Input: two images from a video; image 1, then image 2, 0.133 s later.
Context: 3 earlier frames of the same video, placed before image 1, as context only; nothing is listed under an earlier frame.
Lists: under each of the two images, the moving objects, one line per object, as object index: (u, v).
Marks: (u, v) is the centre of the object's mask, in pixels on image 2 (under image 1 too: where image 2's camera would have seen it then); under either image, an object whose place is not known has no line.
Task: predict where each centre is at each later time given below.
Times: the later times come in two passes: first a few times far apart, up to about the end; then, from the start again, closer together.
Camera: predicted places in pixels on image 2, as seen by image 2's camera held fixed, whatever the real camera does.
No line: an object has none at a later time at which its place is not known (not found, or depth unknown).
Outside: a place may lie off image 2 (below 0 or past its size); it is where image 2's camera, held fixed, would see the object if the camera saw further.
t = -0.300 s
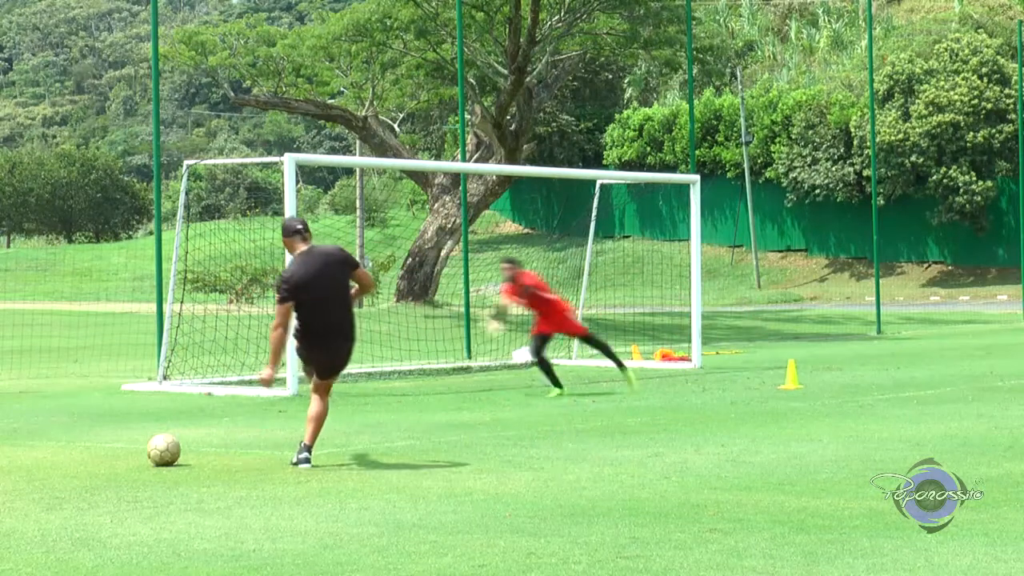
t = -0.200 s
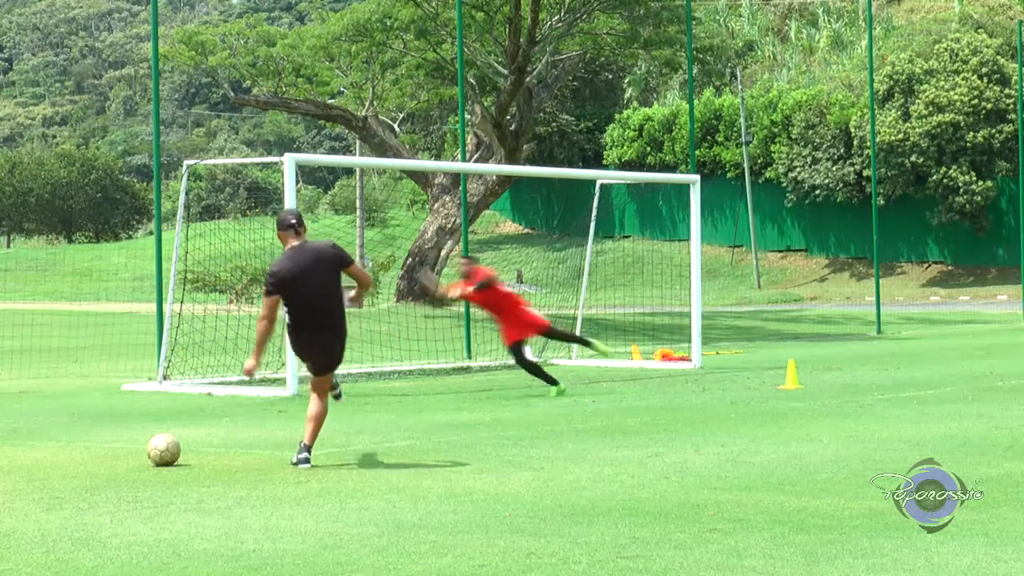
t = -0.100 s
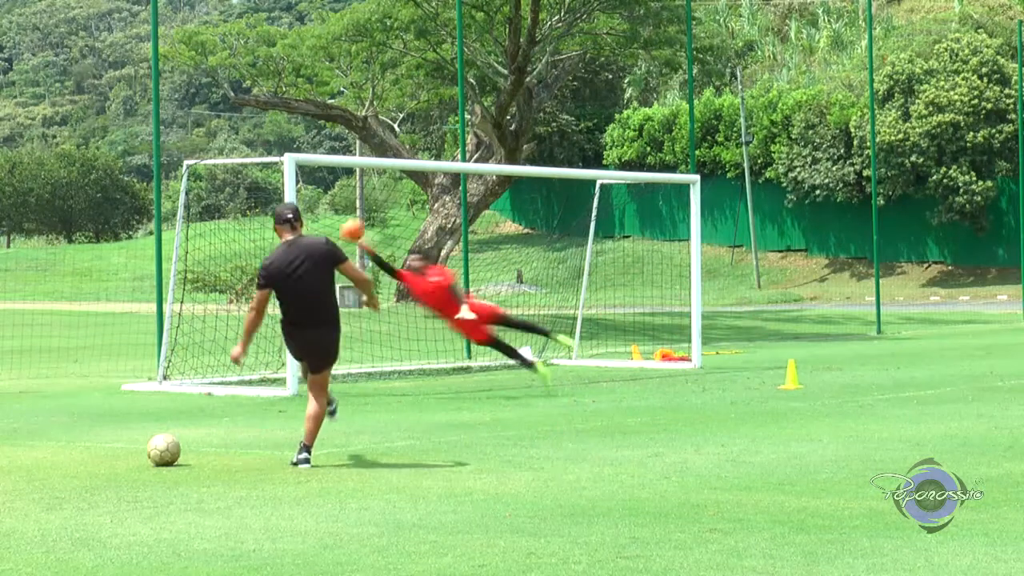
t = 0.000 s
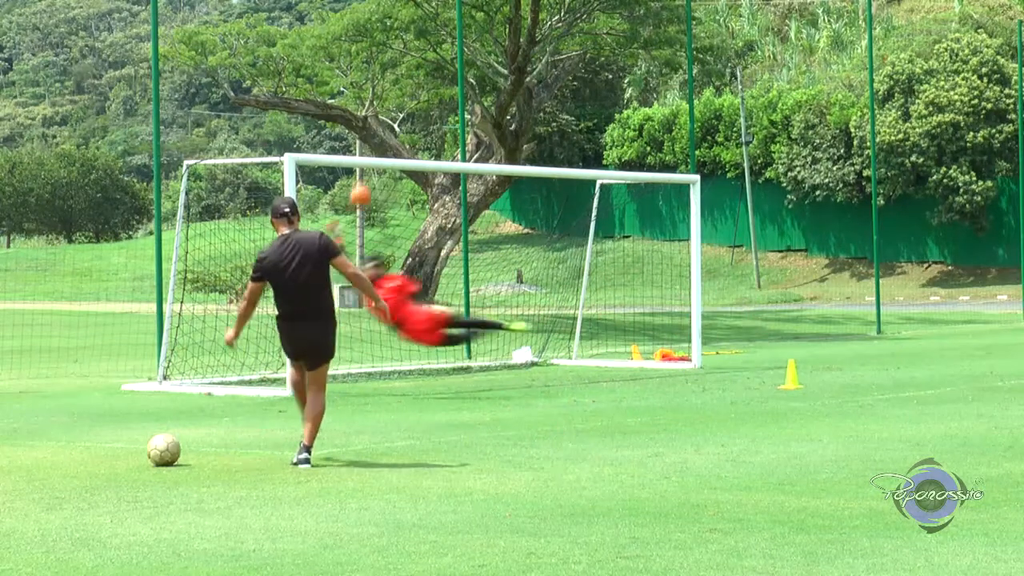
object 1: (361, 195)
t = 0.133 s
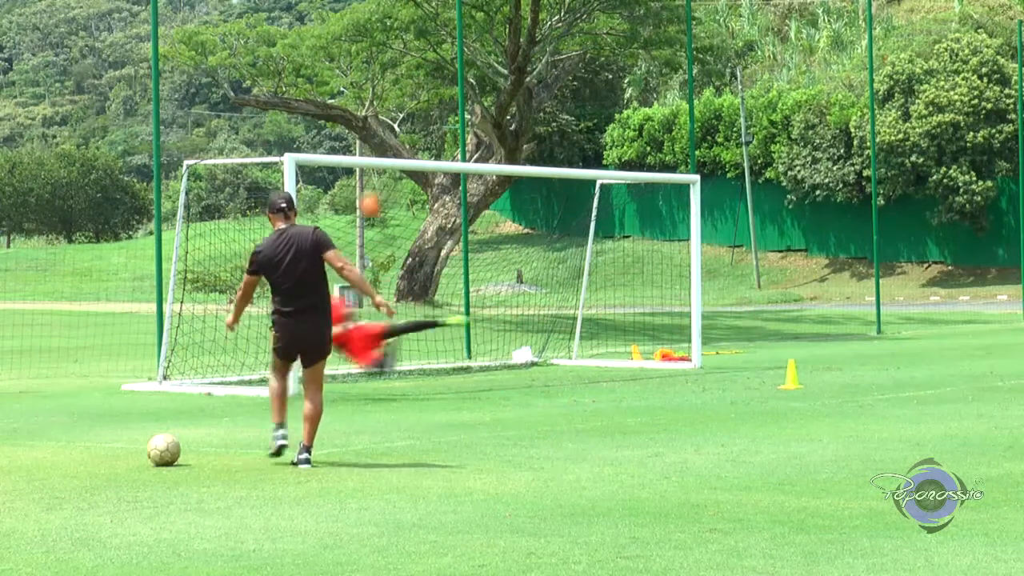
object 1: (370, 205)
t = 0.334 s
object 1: (393, 322)
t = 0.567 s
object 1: (414, 326)
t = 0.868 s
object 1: (436, 278)
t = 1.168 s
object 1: (460, 303)
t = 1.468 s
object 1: (485, 358)
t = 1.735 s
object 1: (505, 344)
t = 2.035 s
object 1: (527, 360)
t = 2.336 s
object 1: (546, 363)
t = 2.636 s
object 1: (561, 363)
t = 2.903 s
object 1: (572, 362)
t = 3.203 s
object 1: (582, 361)
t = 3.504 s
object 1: (592, 360)
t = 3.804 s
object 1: (600, 361)
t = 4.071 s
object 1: (604, 360)
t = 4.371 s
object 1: (605, 360)
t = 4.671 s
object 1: (606, 360)
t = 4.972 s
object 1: (606, 360)
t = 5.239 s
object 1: (606, 360)
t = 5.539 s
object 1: (606, 360)
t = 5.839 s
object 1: (606, 360)
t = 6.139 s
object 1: (606, 360)
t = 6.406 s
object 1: (606, 360)
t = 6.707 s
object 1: (606, 360)
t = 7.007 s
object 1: (606, 360)
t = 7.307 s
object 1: (606, 360)
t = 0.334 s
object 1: (393, 322)
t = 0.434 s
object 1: (403, 374)
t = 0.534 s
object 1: (411, 336)
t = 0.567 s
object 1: (414, 326)
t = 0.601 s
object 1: (416, 317)
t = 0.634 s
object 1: (418, 309)
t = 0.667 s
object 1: (420, 301)
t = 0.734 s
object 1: (426, 290)
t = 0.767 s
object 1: (428, 285)
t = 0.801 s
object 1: (431, 281)
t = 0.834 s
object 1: (433, 279)
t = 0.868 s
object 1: (436, 278)
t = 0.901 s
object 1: (439, 277)
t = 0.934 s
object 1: (441, 277)
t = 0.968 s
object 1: (444, 278)
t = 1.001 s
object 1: (447, 279)
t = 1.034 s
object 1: (450, 282)
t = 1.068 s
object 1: (452, 286)
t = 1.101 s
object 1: (455, 291)
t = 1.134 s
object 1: (457, 297)
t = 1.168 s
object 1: (460, 303)
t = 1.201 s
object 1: (463, 310)
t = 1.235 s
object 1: (466, 318)
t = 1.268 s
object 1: (469, 328)
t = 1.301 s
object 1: (472, 338)
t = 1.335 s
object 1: (475, 349)
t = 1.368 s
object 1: (478, 361)
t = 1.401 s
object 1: (480, 368)
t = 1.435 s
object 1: (483, 364)
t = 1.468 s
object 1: (485, 358)
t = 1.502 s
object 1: (488, 353)
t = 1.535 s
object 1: (490, 349)
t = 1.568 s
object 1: (493, 347)
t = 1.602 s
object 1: (495, 344)
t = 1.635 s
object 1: (498, 342)
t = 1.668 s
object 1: (501, 342)
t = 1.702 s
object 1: (503, 343)
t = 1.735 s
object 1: (505, 344)
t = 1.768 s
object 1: (507, 347)
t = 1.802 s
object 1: (510, 350)
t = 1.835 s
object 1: (513, 353)
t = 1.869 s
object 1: (516, 358)
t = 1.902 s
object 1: (519, 365)
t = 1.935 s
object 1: (521, 365)
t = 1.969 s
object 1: (523, 364)
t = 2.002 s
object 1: (525, 361)
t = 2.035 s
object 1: (527, 360)
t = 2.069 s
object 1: (529, 360)
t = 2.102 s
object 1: (530, 360)
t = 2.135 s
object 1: (533, 361)
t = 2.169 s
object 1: (535, 363)
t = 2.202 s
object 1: (537, 363)
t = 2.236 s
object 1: (539, 363)
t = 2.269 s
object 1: (541, 363)
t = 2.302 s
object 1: (544, 363)
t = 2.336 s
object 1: (546, 363)
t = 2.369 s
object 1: (547, 363)
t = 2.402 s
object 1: (549, 363)
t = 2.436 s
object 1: (551, 364)
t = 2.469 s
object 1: (554, 363)
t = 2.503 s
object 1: (555, 363)
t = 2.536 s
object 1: (557, 363)
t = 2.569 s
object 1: (558, 363)
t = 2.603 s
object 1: (560, 363)
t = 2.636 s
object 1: (561, 363)
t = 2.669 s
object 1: (563, 363)
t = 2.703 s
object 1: (564, 362)
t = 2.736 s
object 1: (565, 362)
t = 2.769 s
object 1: (567, 363)
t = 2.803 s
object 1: (568, 362)
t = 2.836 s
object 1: (570, 362)
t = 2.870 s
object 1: (571, 362)
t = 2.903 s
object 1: (572, 362)
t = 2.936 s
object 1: (573, 362)
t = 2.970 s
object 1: (574, 362)
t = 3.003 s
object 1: (576, 362)
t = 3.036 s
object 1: (577, 362)
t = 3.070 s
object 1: (578, 363)
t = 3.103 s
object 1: (579, 362)
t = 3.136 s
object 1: (580, 362)
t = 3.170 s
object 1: (581, 361)
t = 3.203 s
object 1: (582, 361)
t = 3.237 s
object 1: (584, 361)
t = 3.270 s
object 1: (585, 361)
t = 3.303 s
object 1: (586, 361)
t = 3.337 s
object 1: (586, 361)
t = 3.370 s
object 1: (587, 361)
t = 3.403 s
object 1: (588, 361)
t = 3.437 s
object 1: (590, 360)
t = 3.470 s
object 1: (590, 360)
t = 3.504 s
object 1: (592, 360)
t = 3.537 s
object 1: (593, 360)
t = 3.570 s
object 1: (594, 360)
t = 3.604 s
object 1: (595, 360)
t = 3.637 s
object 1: (595, 360)
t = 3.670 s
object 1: (596, 360)
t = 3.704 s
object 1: (597, 360)
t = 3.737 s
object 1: (598, 360)
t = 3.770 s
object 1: (599, 360)
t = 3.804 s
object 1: (600, 361)
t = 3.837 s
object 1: (600, 361)
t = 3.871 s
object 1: (601, 360)
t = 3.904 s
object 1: (602, 360)
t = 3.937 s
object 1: (602, 360)
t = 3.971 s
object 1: (603, 360)
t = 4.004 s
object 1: (603, 360)
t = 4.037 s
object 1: (603, 360)
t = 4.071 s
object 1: (604, 360)
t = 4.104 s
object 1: (604, 360)
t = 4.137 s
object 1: (605, 360)
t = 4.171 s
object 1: (605, 360)
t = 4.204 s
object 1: (606, 360)
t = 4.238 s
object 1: (606, 359)
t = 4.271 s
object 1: (605, 359)
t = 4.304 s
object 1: (605, 360)
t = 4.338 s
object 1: (605, 360)
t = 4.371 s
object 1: (605, 360)
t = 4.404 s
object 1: (605, 360)
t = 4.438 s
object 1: (605, 360)
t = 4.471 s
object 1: (605, 360)
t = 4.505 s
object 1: (605, 360)
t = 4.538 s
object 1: (605, 360)
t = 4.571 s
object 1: (606, 360)
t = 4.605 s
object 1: (606, 360)
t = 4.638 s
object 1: (606, 360)
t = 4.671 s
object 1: (606, 360)
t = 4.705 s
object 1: (606, 360)
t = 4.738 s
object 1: (606, 360)
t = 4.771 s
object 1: (606, 360)
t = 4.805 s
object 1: (606, 360)
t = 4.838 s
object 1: (606, 360)
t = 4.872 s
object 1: (606, 360)
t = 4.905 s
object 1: (606, 360)
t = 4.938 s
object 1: (606, 360)
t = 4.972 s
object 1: (606, 360)
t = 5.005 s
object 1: (606, 360)
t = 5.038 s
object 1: (606, 360)
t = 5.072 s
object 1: (606, 360)
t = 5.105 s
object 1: (606, 360)
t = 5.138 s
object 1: (606, 360)
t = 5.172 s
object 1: (606, 360)
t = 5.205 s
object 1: (606, 360)
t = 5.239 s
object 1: (606, 360)
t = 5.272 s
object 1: (606, 360)
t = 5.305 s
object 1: (606, 360)
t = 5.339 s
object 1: (606, 360)
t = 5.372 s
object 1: (606, 360)
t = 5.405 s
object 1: (606, 360)
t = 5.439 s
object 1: (606, 360)
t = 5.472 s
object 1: (606, 360)
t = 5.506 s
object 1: (606, 360)
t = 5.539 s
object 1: (606, 360)
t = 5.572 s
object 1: (606, 360)
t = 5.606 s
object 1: (606, 360)
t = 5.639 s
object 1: (606, 360)
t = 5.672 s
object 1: (606, 360)
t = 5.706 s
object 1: (606, 360)
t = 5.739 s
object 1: (606, 360)
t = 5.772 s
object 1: (606, 360)
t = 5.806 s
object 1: (606, 360)
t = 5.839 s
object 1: (606, 360)
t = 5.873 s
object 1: (606, 360)
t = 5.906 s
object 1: (606, 360)
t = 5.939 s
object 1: (606, 360)
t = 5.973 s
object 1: (606, 360)
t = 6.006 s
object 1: (606, 360)
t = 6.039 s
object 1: (606, 360)
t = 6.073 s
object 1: (606, 360)
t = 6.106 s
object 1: (606, 360)
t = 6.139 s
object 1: (606, 360)
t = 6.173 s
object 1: (606, 360)
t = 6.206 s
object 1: (606, 360)
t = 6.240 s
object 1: (606, 360)
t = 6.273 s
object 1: (606, 360)
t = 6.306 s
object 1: (606, 360)
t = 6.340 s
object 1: (606, 360)
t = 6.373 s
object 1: (606, 360)
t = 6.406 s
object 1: (606, 360)
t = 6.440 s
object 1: (606, 360)
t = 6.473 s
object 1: (606, 360)
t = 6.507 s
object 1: (606, 360)
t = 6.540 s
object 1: (606, 360)
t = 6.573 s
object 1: (606, 360)
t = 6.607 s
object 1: (606, 360)
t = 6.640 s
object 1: (606, 360)
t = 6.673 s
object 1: (606, 360)
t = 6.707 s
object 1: (606, 360)
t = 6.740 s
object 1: (606, 360)
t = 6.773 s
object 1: (606, 360)
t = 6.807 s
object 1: (606, 360)
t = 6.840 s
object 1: (606, 360)
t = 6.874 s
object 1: (606, 360)
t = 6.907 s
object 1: (606, 360)
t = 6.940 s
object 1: (606, 360)
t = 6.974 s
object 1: (606, 360)
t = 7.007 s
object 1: (606, 360)
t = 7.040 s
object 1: (606, 360)
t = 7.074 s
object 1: (606, 360)
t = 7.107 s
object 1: (606, 360)
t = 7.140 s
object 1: (606, 360)
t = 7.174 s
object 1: (606, 360)
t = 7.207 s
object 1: (606, 360)
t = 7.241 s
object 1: (606, 360)
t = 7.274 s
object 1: (606, 360)
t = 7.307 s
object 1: (606, 360)
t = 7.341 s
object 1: (606, 360)
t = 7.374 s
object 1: (606, 360)
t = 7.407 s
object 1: (606, 360)
